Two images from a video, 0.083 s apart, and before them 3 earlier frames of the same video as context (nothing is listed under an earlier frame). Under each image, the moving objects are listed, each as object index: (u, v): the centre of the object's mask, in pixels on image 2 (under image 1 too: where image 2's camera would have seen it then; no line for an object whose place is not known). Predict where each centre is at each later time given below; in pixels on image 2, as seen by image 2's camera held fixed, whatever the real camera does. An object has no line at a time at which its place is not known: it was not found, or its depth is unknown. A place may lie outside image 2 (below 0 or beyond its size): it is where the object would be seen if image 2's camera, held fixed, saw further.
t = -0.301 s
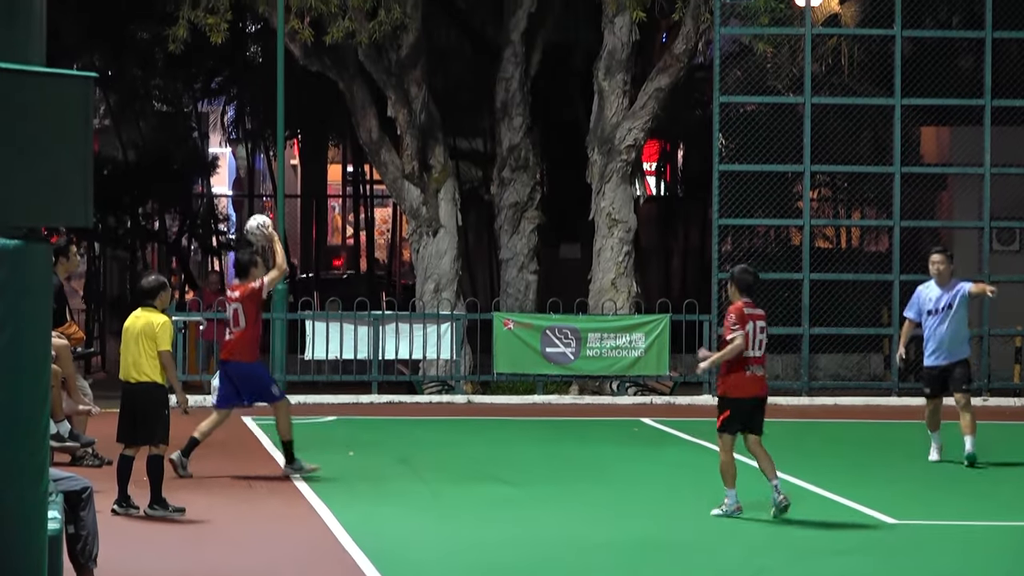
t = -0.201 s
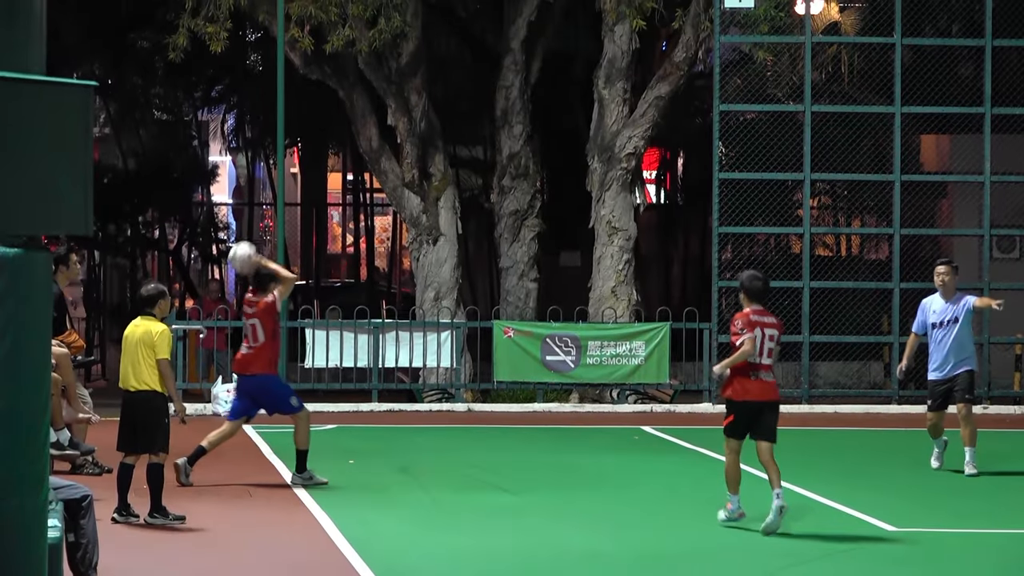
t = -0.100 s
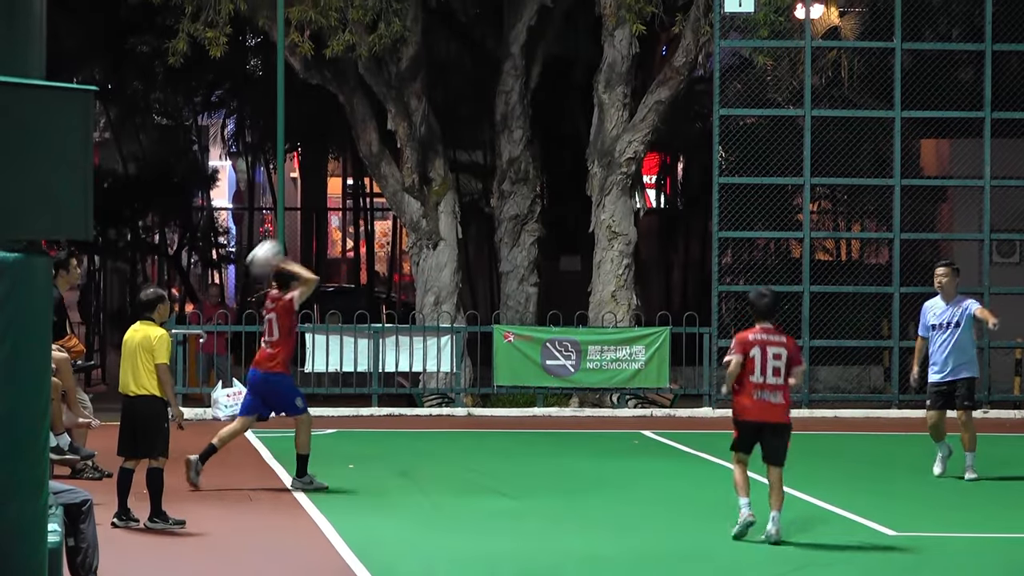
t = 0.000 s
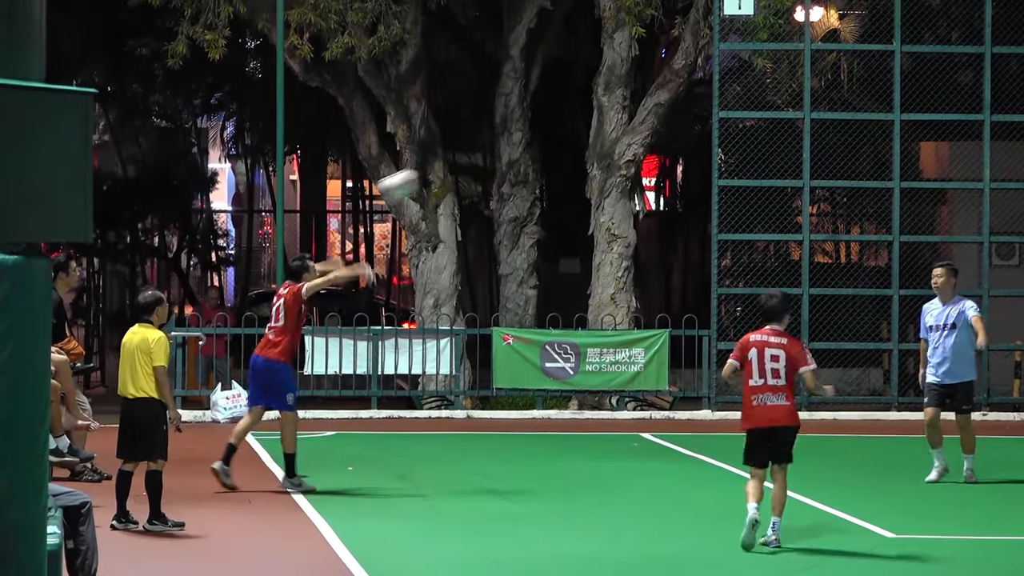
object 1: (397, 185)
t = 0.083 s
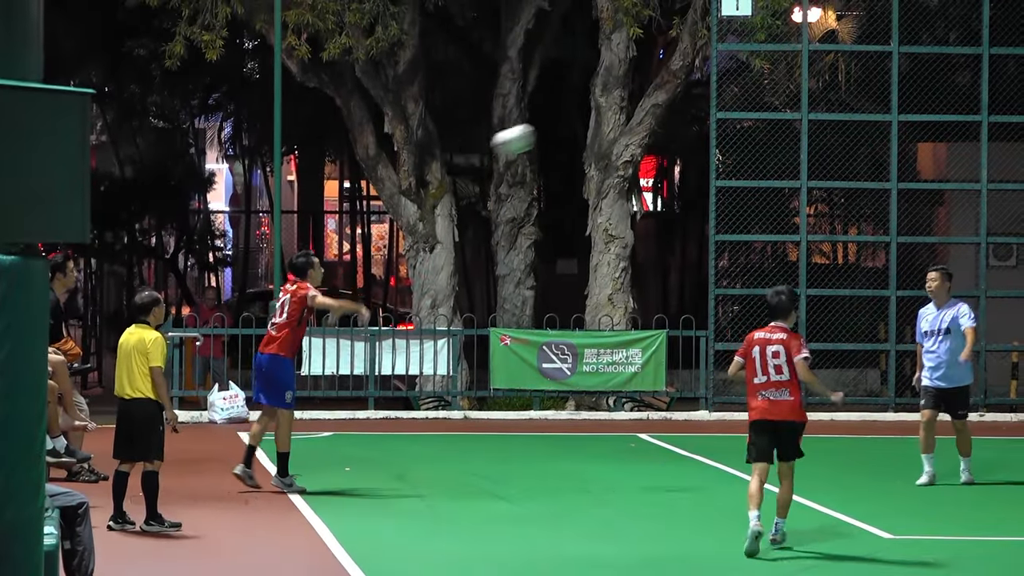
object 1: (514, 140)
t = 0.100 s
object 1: (538, 132)
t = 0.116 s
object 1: (561, 124)
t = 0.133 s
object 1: (582, 117)
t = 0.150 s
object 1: (608, 110)
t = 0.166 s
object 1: (629, 102)
